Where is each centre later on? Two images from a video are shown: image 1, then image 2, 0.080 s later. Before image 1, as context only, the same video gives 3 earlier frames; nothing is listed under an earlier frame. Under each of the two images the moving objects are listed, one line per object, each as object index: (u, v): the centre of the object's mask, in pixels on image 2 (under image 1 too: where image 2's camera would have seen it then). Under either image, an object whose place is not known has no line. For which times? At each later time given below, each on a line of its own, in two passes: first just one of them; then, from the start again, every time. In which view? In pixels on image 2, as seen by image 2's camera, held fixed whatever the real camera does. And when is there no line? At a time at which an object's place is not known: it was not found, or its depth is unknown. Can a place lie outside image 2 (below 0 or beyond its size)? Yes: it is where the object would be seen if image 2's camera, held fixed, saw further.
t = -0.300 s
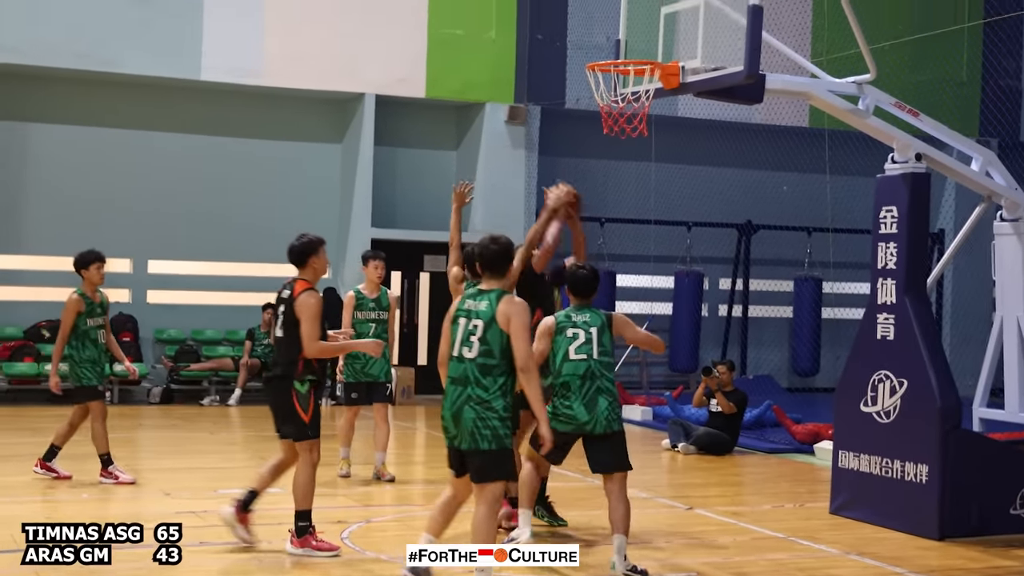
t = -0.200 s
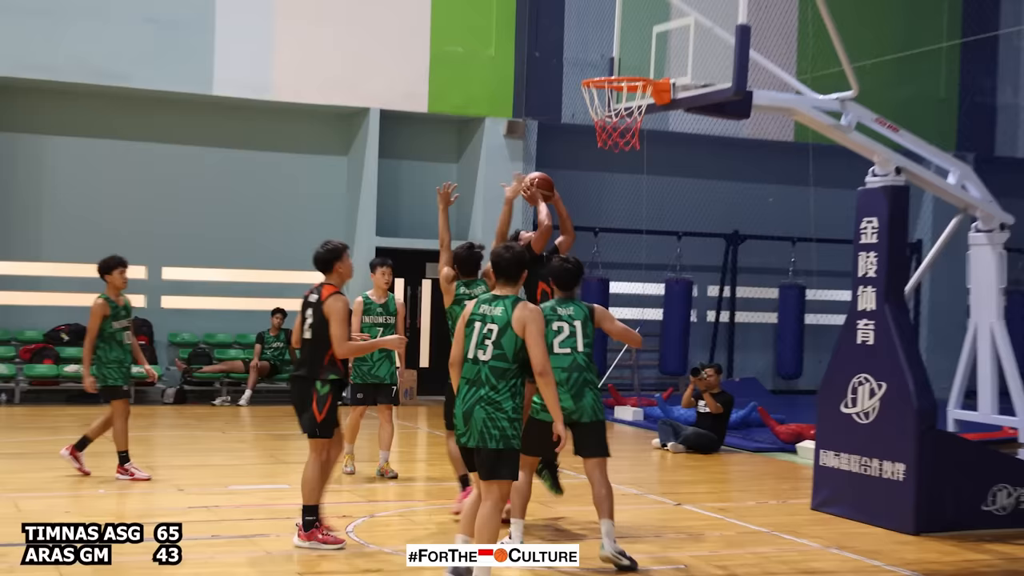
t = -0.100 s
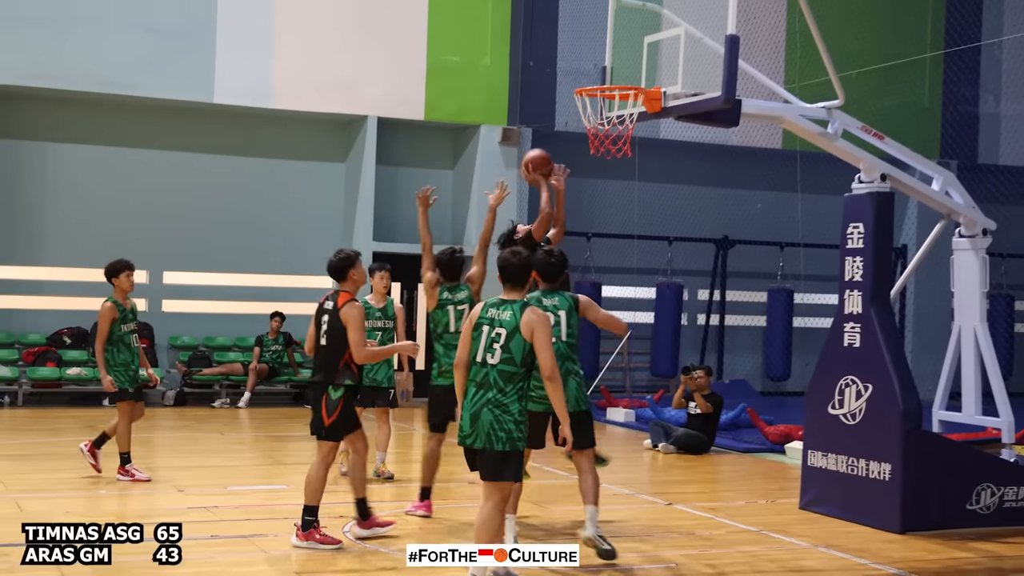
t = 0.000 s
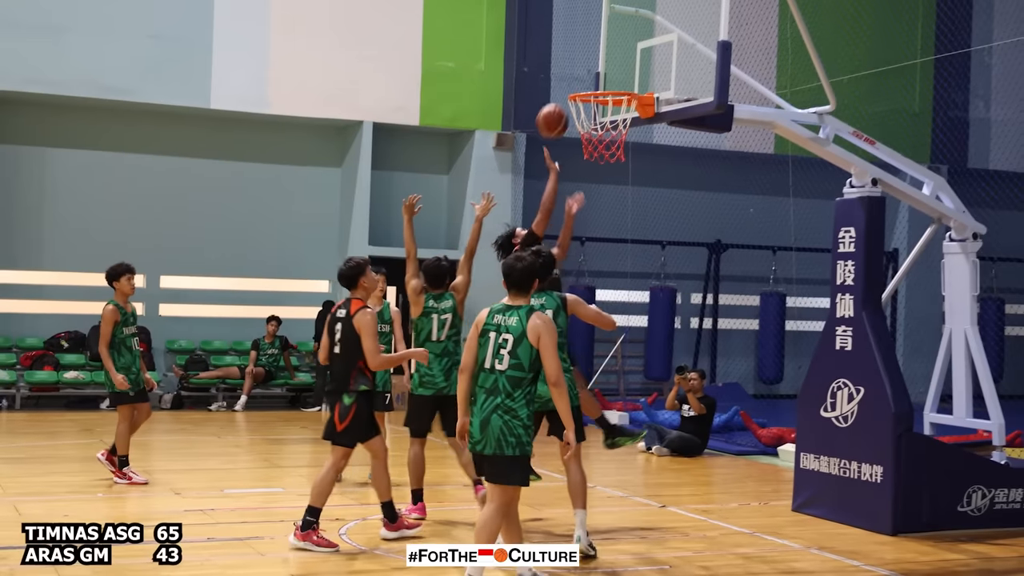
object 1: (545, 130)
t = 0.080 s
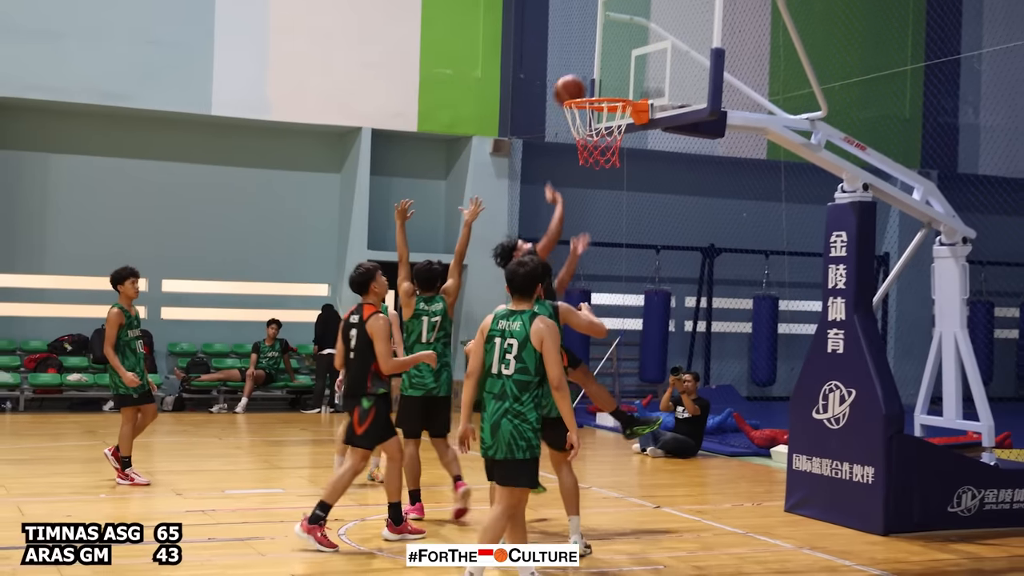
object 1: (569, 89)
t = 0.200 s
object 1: (604, 54)
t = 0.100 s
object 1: (575, 85)
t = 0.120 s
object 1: (580, 78)
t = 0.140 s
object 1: (587, 72)
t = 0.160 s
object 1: (592, 65)
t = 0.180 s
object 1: (598, 60)
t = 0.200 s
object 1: (604, 54)
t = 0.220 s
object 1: (610, 49)
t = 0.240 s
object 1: (615, 45)
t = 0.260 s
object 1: (620, 41)
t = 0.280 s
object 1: (619, 39)
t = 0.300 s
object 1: (618, 38)
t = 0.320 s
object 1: (617, 37)
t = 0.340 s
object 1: (616, 36)
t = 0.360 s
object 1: (614, 36)
